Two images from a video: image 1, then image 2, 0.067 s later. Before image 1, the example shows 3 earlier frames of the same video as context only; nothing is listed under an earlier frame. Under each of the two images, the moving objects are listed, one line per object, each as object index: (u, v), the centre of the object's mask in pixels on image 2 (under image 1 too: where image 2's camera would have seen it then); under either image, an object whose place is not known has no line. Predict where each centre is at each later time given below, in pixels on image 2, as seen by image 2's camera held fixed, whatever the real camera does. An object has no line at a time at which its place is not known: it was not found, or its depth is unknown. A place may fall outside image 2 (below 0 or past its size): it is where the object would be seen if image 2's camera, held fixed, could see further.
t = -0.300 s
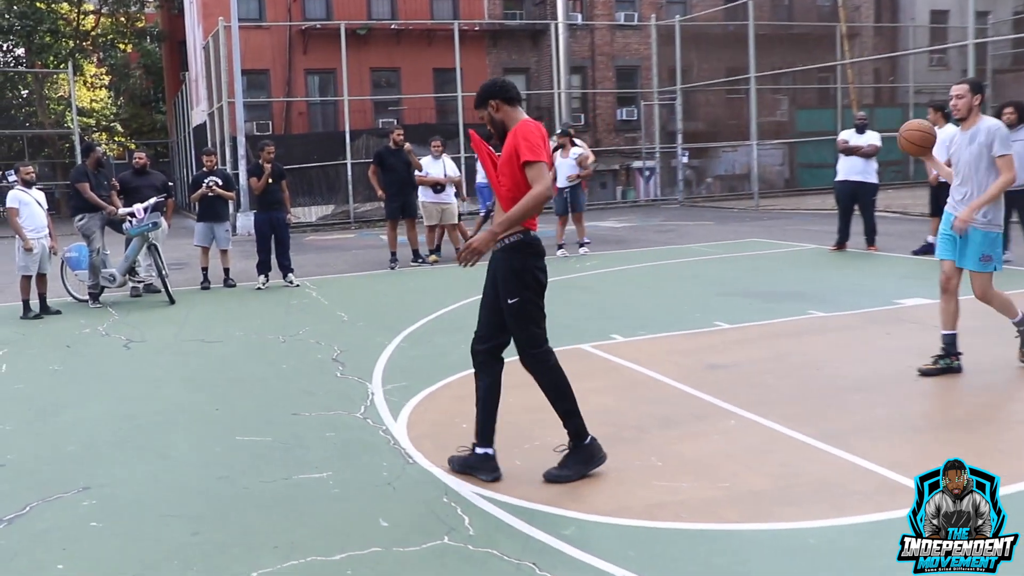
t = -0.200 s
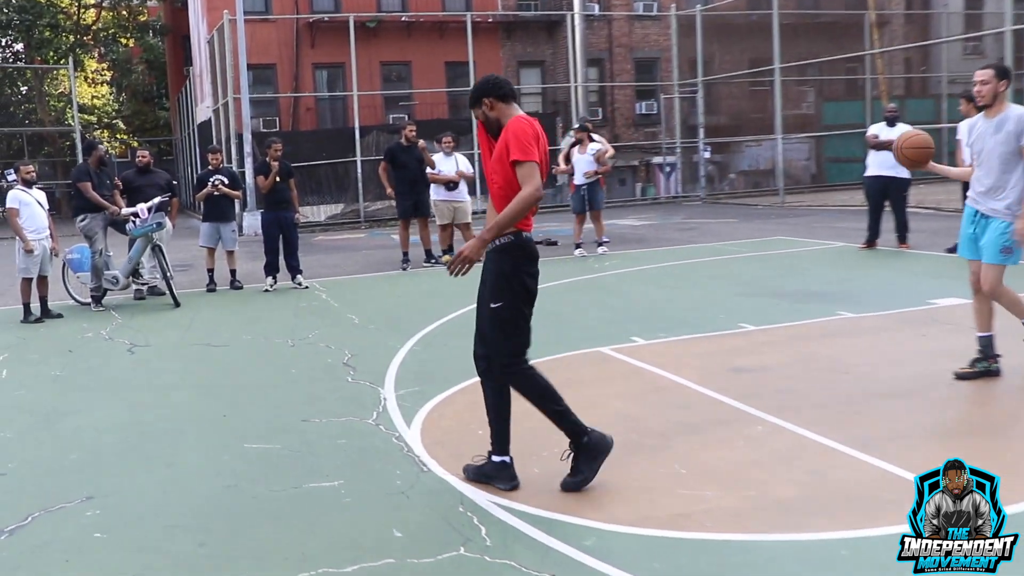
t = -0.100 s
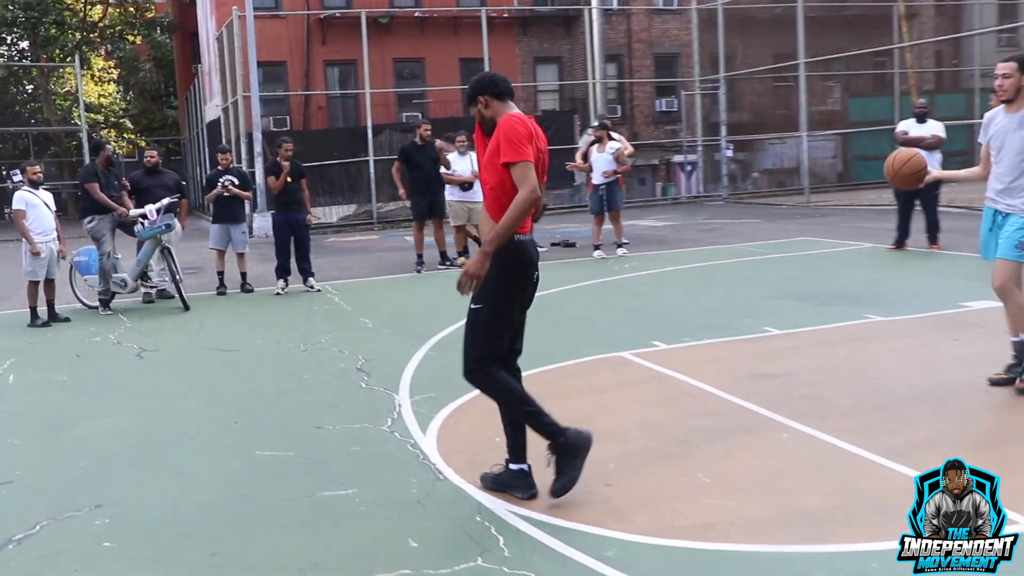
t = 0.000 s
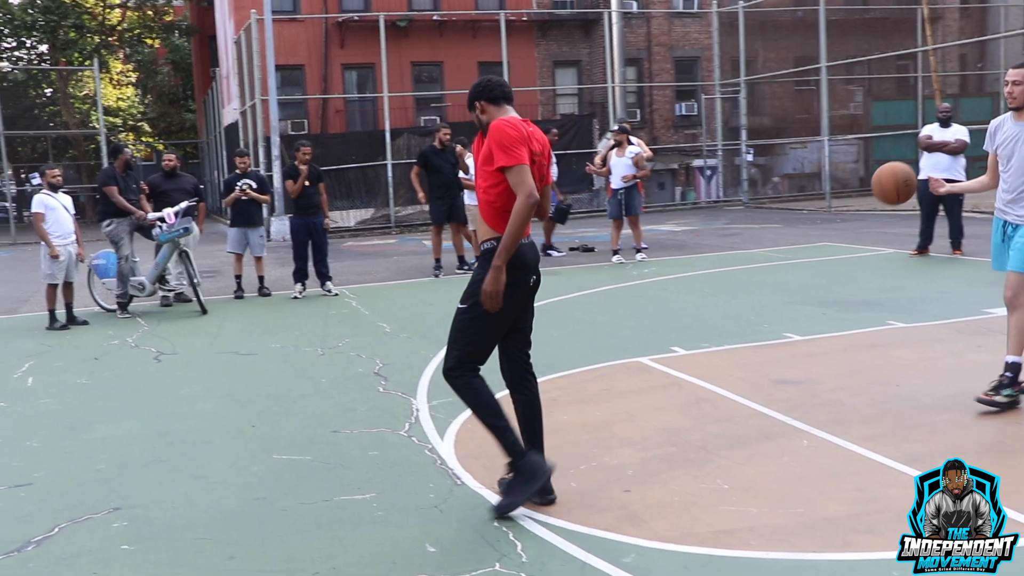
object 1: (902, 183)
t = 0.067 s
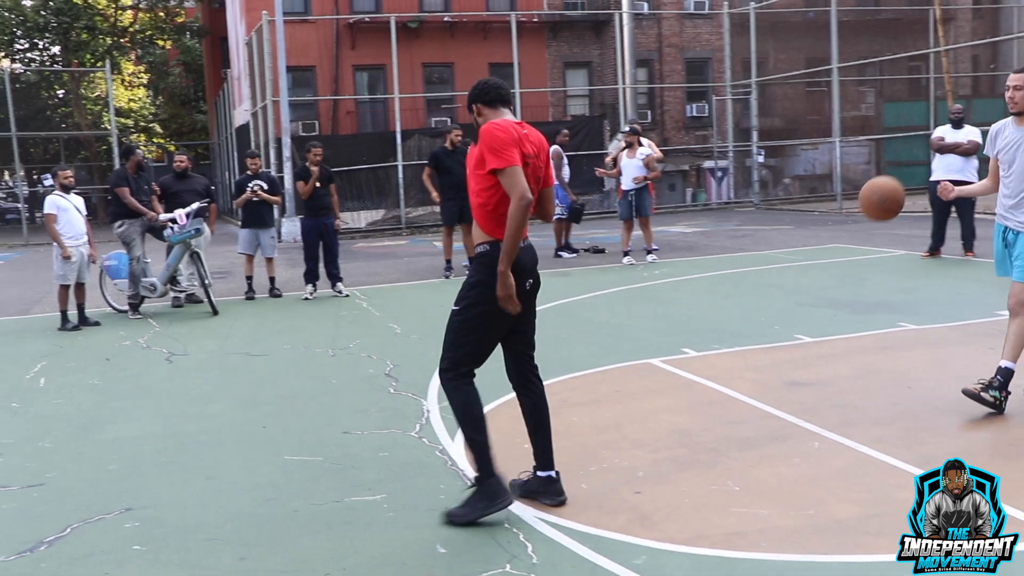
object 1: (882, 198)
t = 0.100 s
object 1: (871, 209)
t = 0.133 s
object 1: (858, 222)
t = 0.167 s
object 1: (846, 237)
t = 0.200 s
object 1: (829, 255)
